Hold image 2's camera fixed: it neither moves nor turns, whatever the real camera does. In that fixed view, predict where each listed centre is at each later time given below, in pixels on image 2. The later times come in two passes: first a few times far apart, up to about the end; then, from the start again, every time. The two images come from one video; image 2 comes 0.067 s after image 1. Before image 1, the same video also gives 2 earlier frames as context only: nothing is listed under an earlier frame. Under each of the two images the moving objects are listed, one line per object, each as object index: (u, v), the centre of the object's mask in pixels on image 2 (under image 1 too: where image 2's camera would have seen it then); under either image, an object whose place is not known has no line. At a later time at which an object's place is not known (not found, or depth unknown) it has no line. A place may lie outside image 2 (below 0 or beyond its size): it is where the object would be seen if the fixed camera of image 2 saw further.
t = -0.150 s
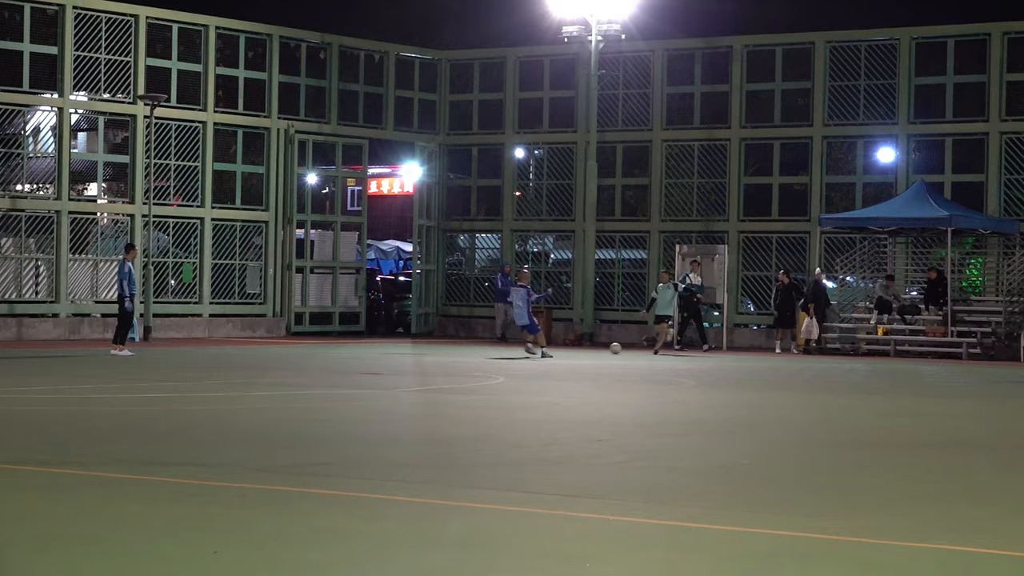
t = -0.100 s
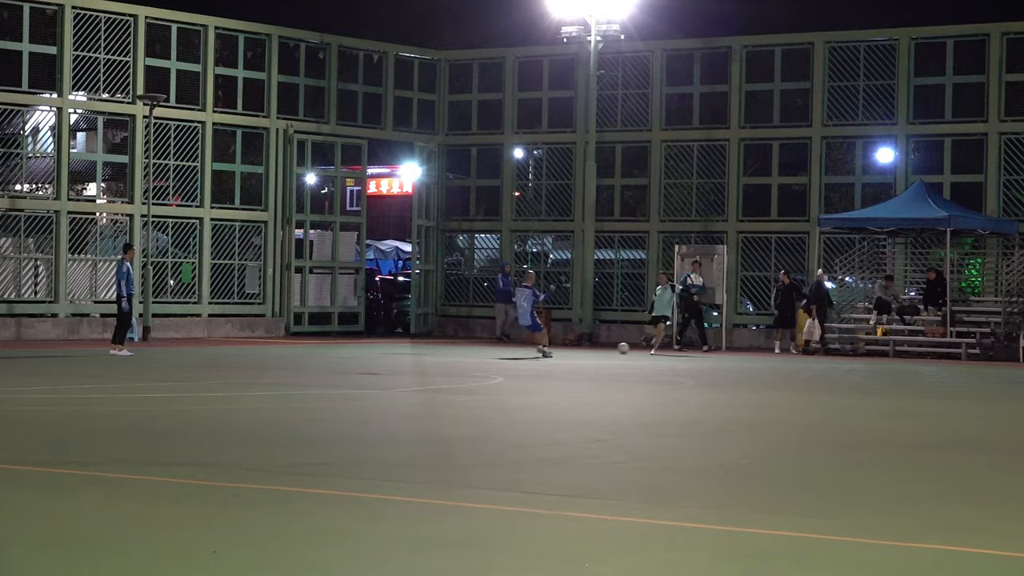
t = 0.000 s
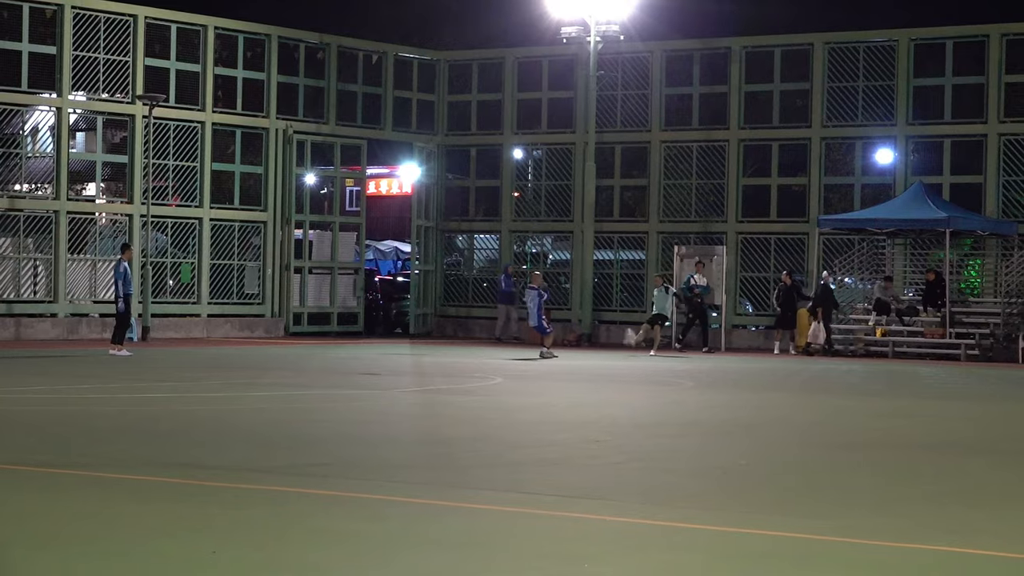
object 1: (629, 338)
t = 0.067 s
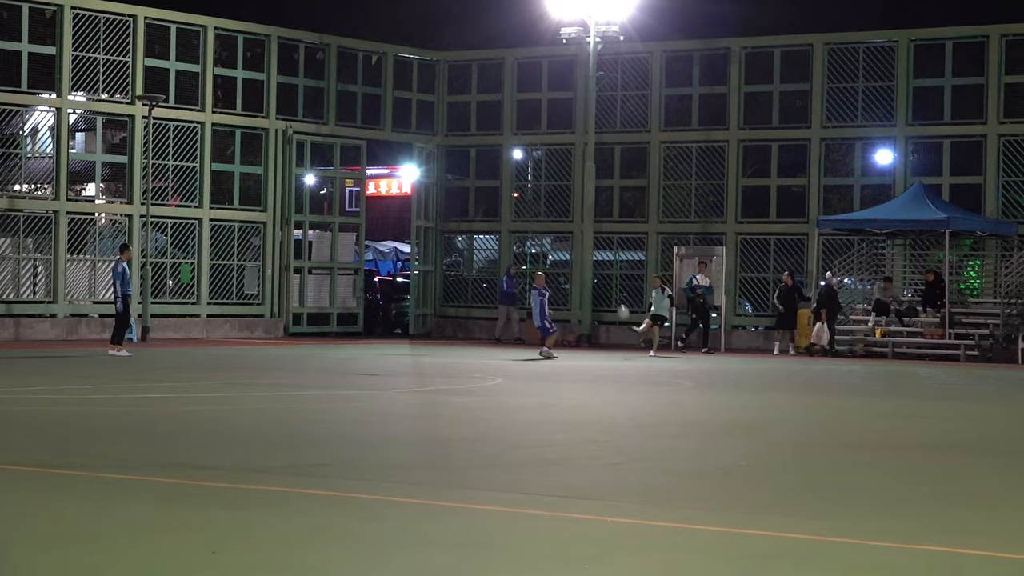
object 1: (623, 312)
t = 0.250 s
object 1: (614, 253)
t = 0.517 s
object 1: (616, 191)
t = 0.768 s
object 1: (637, 169)
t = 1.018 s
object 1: (676, 194)
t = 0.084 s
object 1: (622, 306)
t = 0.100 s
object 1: (621, 301)
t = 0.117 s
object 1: (620, 295)
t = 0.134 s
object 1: (618, 290)
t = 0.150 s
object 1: (618, 284)
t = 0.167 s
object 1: (617, 278)
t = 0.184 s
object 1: (616, 273)
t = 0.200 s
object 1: (615, 268)
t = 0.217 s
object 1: (614, 263)
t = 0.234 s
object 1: (614, 259)
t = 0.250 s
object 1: (614, 253)
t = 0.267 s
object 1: (613, 247)
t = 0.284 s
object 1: (613, 244)
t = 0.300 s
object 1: (613, 239)
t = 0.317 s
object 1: (613, 235)
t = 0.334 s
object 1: (612, 231)
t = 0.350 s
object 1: (612, 226)
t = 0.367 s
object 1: (613, 221)
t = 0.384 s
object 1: (613, 217)
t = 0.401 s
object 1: (613, 214)
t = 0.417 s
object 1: (613, 210)
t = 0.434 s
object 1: (614, 207)
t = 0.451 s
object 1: (614, 203)
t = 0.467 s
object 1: (614, 200)
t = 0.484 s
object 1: (615, 197)
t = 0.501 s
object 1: (616, 194)
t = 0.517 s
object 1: (616, 191)
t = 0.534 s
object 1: (617, 189)
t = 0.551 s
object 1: (618, 186)
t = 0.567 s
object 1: (619, 184)
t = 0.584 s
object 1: (620, 182)
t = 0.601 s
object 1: (621, 179)
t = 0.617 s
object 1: (623, 178)
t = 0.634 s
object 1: (624, 176)
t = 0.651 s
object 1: (625, 174)
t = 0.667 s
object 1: (627, 173)
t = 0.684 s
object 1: (628, 172)
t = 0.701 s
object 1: (630, 171)
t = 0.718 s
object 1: (631, 170)
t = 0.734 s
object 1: (633, 170)
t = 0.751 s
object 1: (635, 169)
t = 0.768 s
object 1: (637, 169)
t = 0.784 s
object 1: (639, 169)
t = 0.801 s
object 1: (641, 169)
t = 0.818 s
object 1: (643, 170)
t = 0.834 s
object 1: (645, 170)
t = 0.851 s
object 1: (648, 171)
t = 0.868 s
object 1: (650, 172)
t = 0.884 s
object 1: (653, 173)
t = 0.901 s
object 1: (655, 175)
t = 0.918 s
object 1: (658, 177)
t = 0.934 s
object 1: (661, 179)
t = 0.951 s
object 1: (664, 182)
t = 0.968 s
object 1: (666, 184)
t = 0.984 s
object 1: (670, 187)
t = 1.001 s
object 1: (673, 190)
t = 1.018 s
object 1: (676, 194)
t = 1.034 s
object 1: (680, 198)
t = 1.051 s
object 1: (683, 202)
